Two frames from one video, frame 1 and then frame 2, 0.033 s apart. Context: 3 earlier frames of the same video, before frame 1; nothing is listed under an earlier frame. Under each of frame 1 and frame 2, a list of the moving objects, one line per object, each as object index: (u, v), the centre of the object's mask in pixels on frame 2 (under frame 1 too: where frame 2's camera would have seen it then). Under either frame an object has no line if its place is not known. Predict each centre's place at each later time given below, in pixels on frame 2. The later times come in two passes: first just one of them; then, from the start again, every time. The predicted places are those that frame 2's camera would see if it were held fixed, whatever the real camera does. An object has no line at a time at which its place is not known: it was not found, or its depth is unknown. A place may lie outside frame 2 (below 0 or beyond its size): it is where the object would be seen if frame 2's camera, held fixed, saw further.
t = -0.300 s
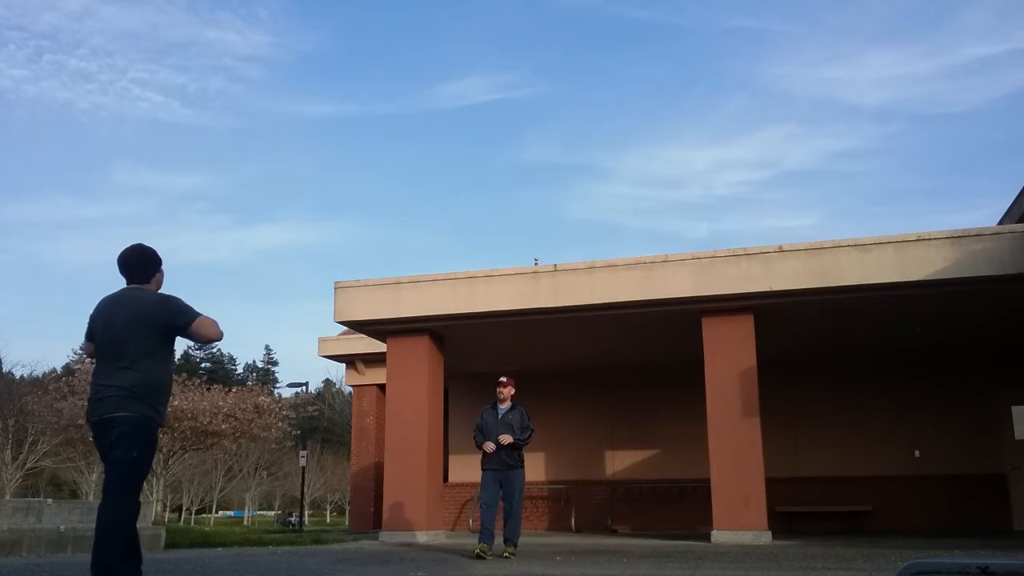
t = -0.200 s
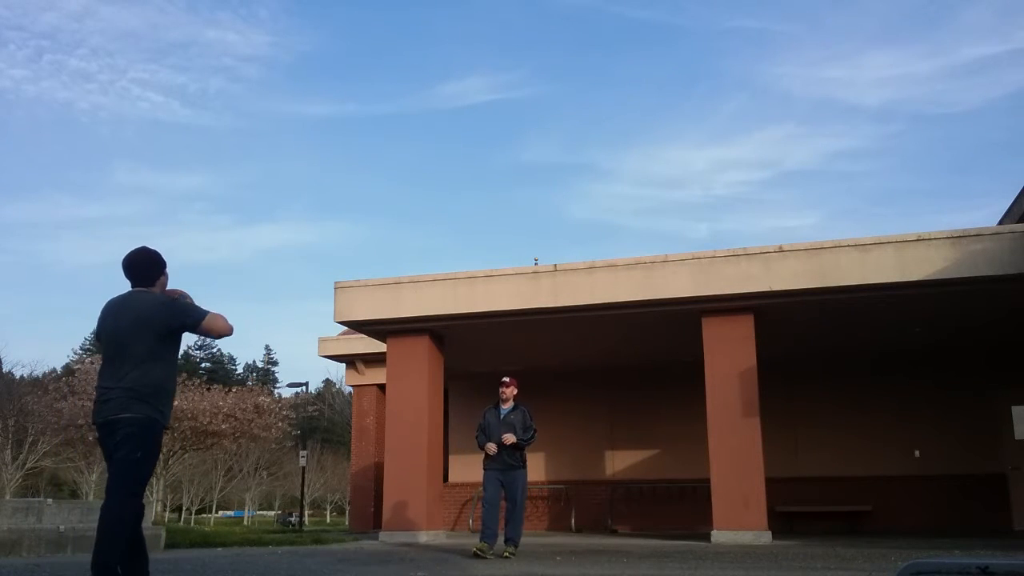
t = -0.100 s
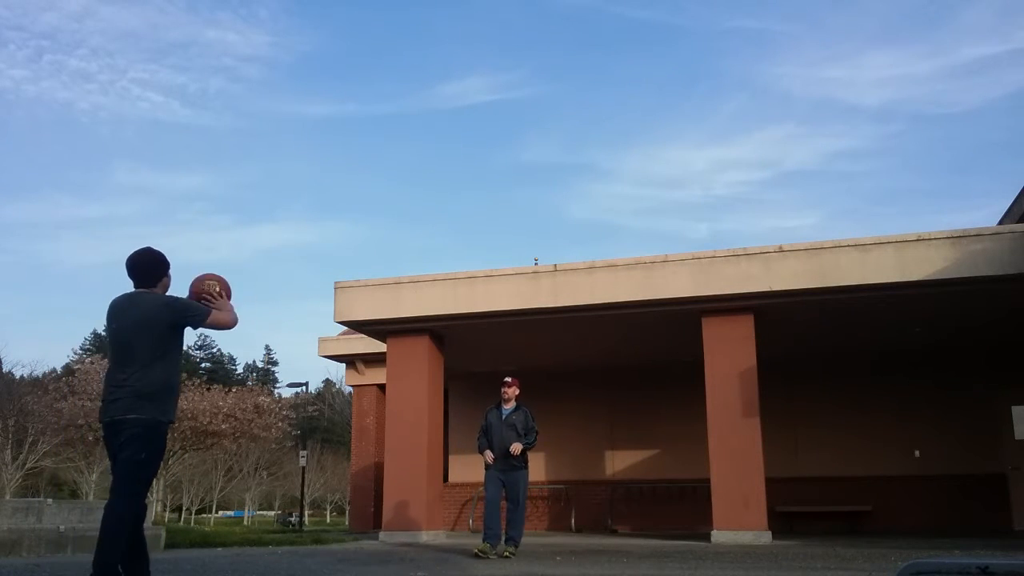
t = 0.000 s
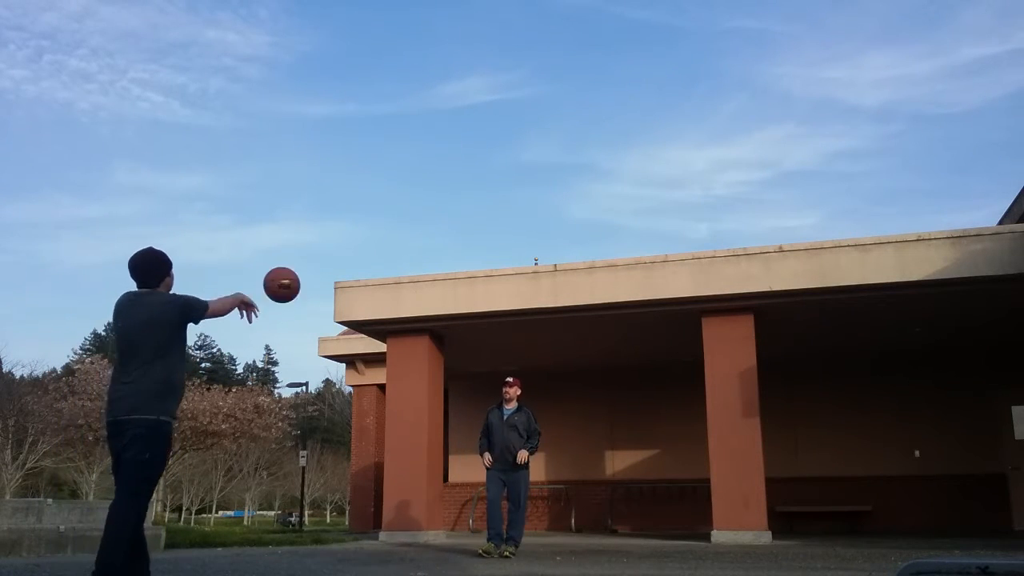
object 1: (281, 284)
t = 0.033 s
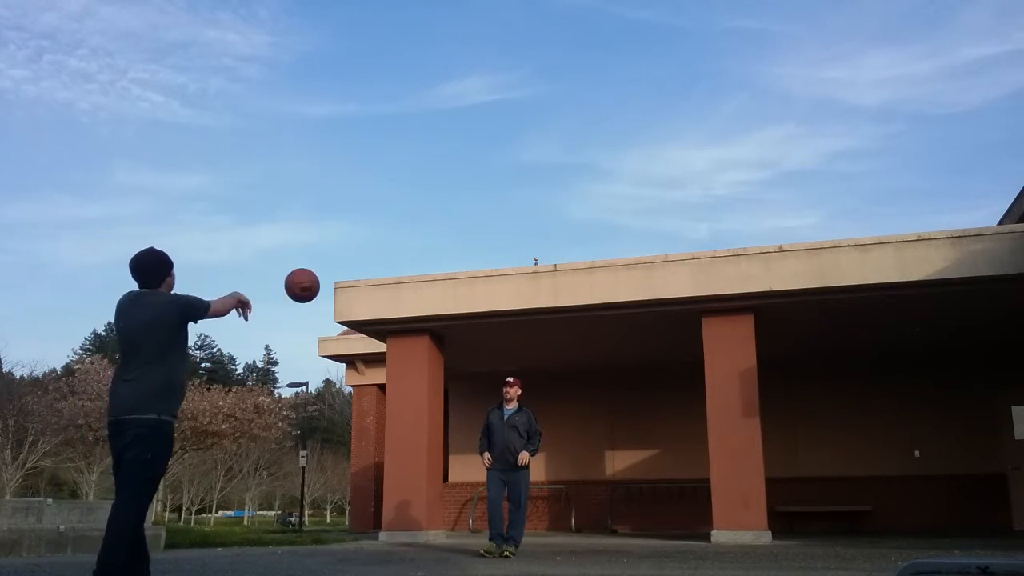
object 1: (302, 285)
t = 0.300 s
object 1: (423, 332)
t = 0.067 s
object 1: (321, 287)
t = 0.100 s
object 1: (339, 290)
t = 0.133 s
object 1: (355, 295)
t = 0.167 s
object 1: (370, 301)
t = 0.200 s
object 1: (385, 307)
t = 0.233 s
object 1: (398, 314)
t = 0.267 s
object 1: (411, 322)
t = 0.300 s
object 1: (423, 332)
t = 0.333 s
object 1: (434, 342)
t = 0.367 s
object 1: (446, 353)
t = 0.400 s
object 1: (456, 363)
